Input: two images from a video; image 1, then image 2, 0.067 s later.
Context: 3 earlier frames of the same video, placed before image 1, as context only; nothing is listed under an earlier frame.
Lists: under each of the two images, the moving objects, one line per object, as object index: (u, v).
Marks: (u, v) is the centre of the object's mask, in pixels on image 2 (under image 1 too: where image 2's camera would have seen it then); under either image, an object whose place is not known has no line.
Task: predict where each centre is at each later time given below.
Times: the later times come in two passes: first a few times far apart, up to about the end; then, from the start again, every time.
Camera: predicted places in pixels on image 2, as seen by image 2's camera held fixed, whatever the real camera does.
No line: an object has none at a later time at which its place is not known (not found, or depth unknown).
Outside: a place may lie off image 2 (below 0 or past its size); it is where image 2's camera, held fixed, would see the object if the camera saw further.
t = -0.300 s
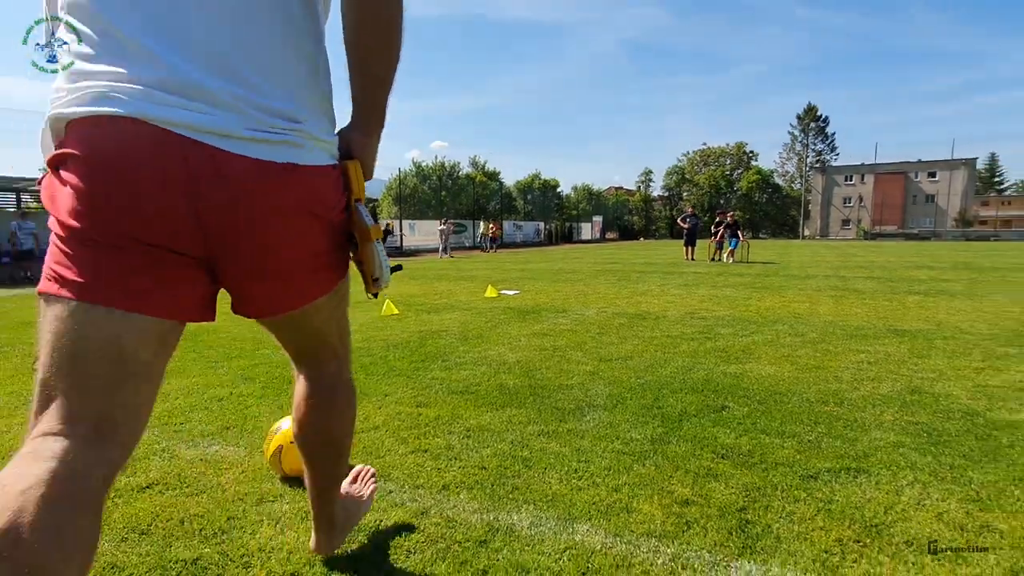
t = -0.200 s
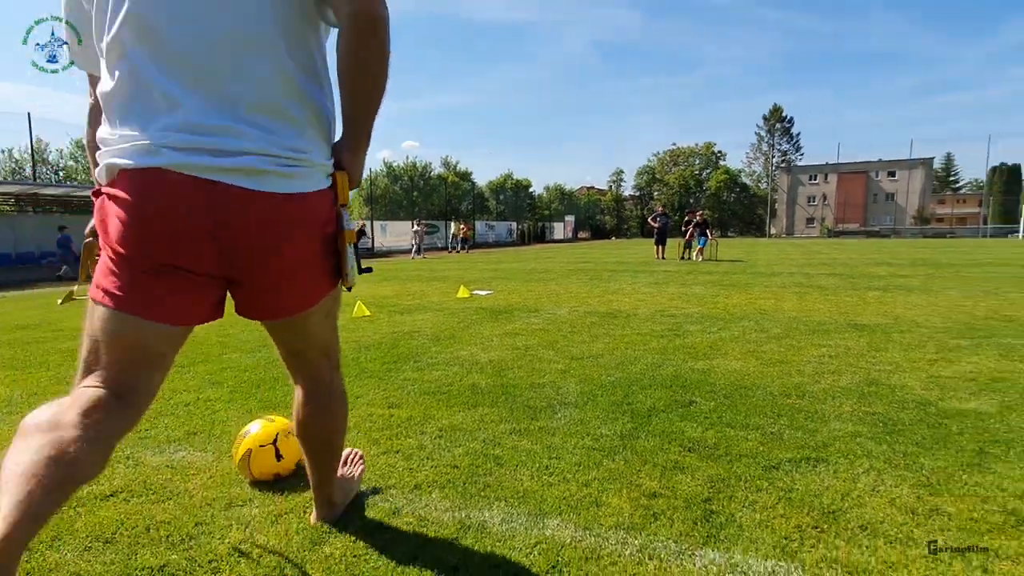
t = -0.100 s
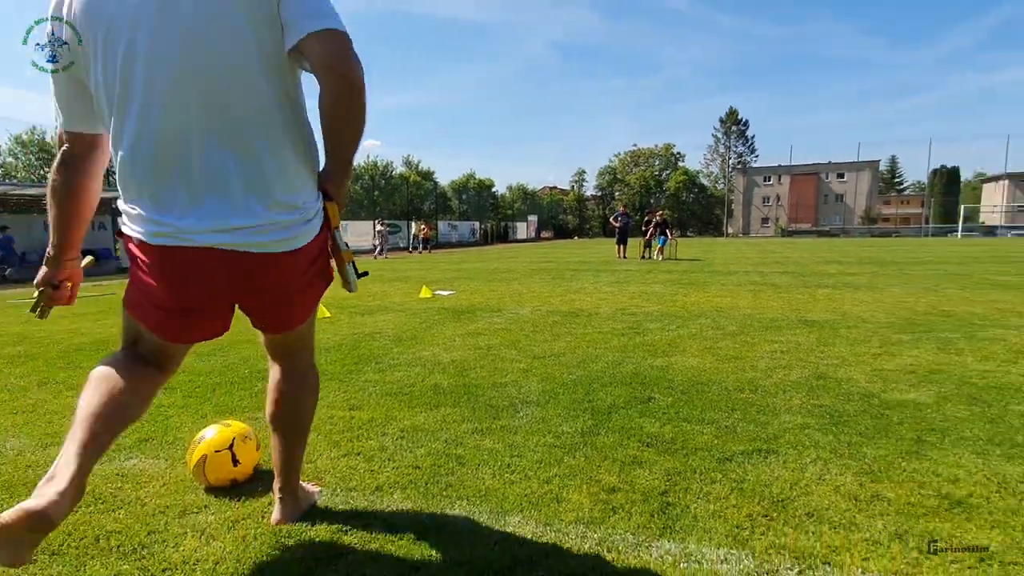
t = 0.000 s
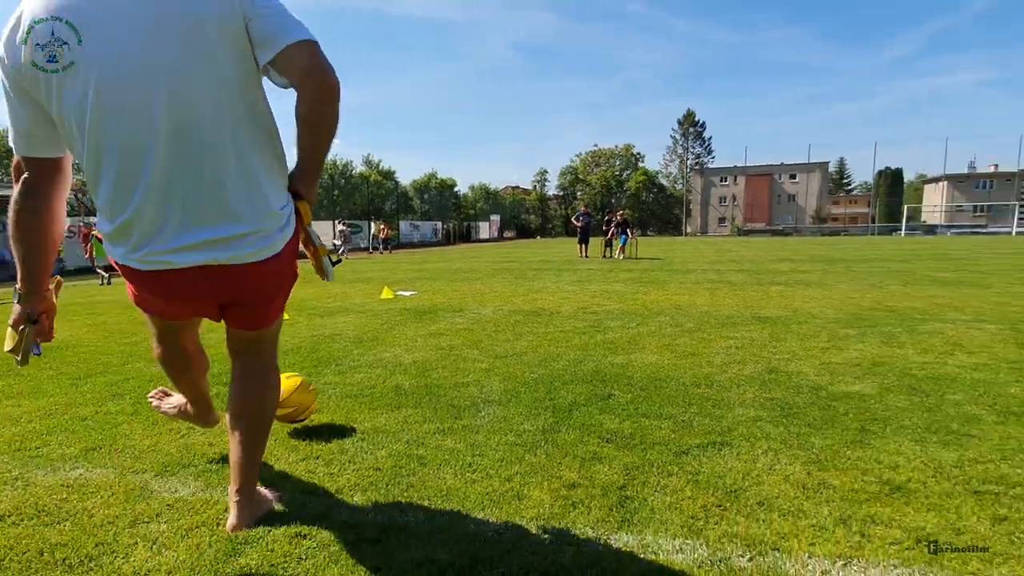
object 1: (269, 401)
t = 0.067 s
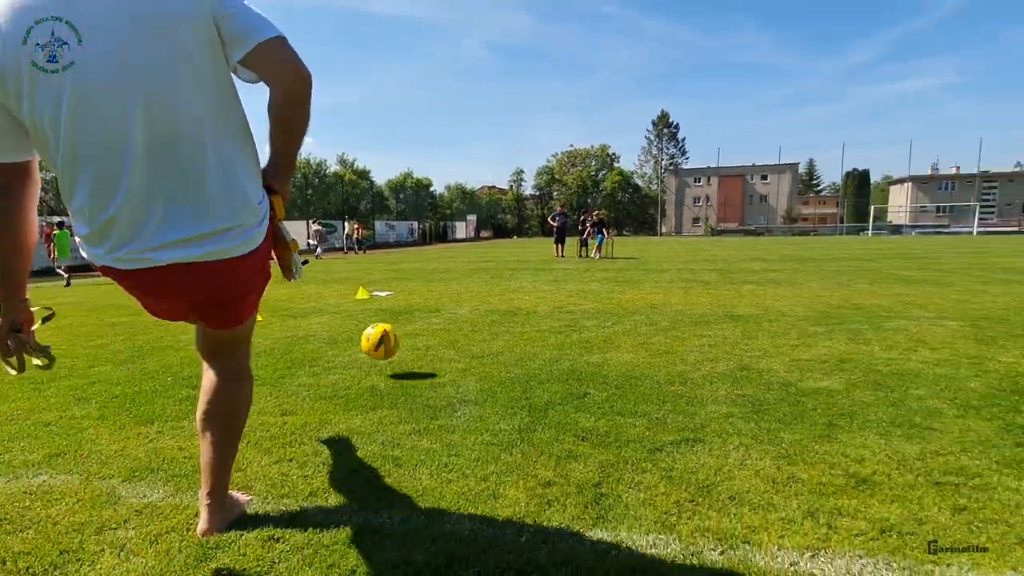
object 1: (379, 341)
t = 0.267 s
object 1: (521, 297)
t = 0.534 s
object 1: (580, 272)
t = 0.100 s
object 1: (417, 325)
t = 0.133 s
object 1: (446, 314)
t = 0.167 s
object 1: (470, 306)
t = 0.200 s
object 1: (489, 302)
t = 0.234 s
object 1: (506, 299)
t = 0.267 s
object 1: (521, 297)
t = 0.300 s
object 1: (532, 293)
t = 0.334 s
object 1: (541, 288)
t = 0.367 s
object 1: (549, 284)
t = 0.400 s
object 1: (557, 281)
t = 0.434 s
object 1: (564, 279)
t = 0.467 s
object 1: (571, 278)
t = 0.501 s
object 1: (576, 275)
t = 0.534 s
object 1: (580, 272)
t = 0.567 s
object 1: (584, 269)
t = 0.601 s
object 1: (587, 268)
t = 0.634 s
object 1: (590, 267)
